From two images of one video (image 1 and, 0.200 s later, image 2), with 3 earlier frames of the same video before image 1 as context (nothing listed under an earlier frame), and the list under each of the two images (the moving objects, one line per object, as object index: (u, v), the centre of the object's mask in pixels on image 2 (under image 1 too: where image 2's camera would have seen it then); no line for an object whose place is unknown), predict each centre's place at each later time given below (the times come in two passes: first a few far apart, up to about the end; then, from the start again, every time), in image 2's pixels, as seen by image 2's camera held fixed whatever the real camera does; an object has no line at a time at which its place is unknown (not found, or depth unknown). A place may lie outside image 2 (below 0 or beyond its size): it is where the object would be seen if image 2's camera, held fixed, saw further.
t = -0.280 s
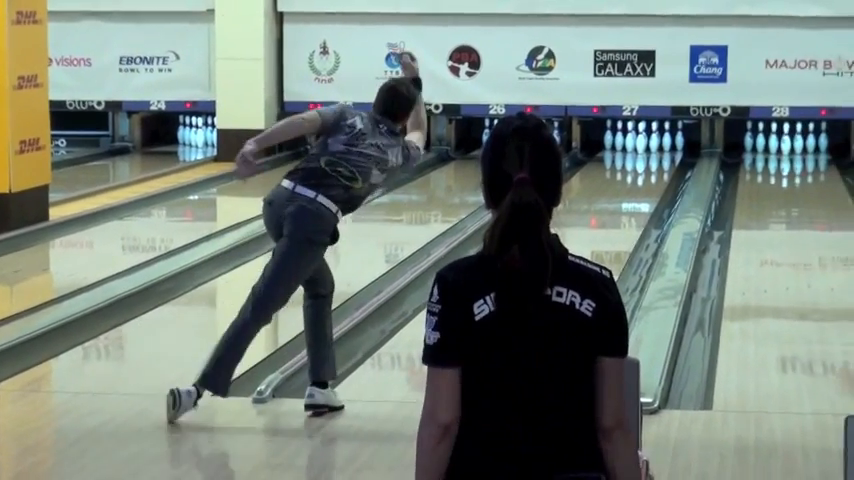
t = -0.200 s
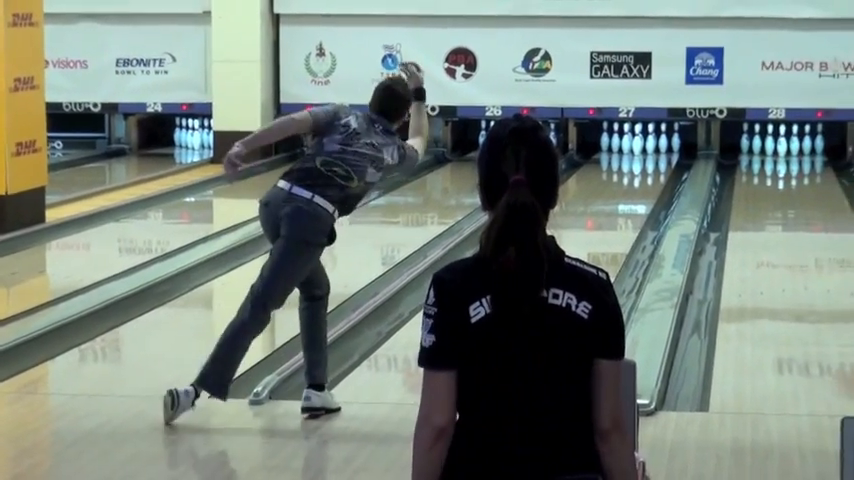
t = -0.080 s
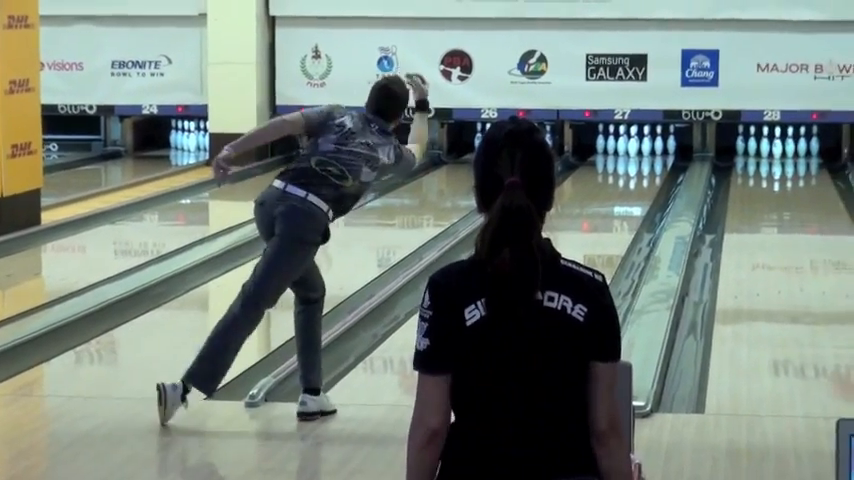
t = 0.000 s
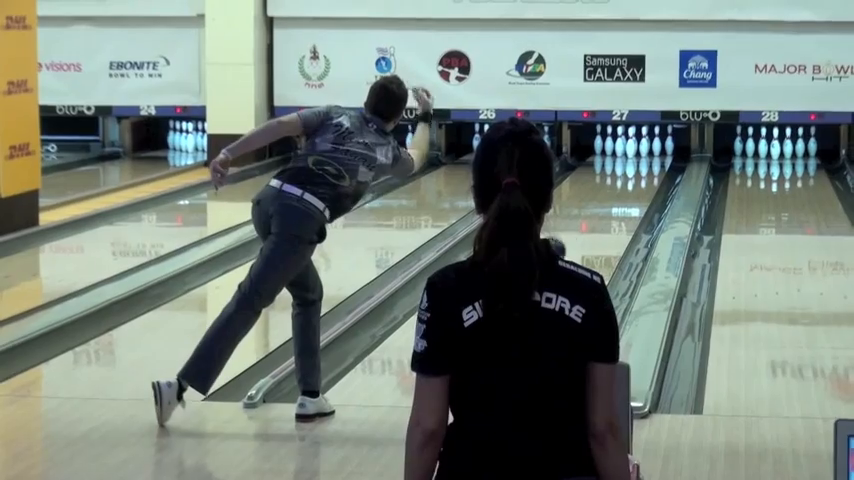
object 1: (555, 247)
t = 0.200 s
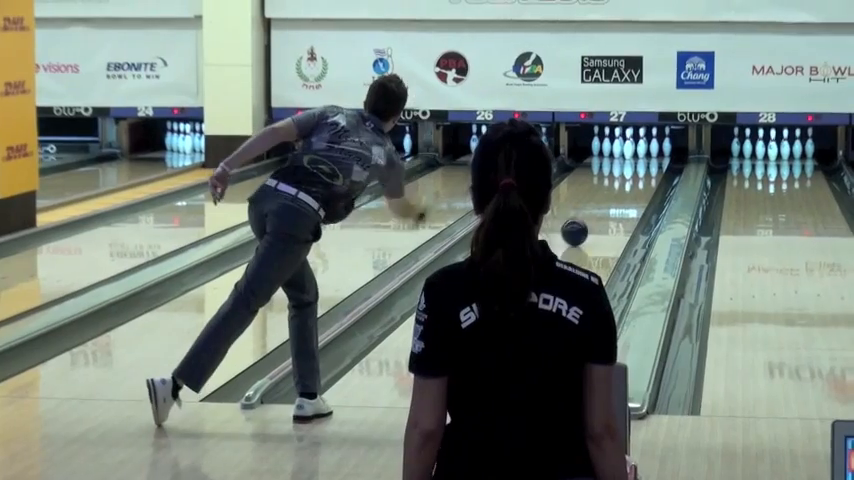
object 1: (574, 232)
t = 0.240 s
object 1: (579, 228)
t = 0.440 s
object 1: (599, 212)
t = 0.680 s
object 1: (619, 197)
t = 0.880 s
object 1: (632, 184)
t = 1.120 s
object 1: (641, 171)
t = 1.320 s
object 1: (643, 164)
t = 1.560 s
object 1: (637, 154)
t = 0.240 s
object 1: (579, 228)
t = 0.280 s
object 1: (583, 225)
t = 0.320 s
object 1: (588, 221)
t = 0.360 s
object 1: (592, 219)
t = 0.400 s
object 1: (596, 215)
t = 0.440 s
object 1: (599, 212)
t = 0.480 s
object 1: (603, 210)
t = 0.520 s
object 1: (607, 207)
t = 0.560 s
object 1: (610, 204)
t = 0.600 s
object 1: (613, 202)
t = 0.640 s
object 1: (617, 199)
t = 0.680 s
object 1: (619, 197)
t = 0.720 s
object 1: (622, 194)
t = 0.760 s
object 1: (625, 191)
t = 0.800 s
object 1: (628, 189)
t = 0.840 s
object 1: (630, 187)
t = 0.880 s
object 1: (632, 184)
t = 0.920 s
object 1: (634, 182)
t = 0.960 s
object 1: (636, 180)
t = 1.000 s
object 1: (638, 178)
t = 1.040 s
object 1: (639, 176)
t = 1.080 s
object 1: (640, 174)
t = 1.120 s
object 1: (641, 171)
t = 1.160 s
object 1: (642, 170)
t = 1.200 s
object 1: (642, 168)
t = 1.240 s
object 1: (643, 166)
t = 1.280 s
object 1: (643, 165)
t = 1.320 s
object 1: (643, 164)
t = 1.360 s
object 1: (642, 162)
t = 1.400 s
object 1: (642, 161)
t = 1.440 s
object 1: (641, 159)
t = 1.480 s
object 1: (640, 157)
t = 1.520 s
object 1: (638, 156)
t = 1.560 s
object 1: (637, 154)
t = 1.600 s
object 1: (635, 152)
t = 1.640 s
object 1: (634, 151)
